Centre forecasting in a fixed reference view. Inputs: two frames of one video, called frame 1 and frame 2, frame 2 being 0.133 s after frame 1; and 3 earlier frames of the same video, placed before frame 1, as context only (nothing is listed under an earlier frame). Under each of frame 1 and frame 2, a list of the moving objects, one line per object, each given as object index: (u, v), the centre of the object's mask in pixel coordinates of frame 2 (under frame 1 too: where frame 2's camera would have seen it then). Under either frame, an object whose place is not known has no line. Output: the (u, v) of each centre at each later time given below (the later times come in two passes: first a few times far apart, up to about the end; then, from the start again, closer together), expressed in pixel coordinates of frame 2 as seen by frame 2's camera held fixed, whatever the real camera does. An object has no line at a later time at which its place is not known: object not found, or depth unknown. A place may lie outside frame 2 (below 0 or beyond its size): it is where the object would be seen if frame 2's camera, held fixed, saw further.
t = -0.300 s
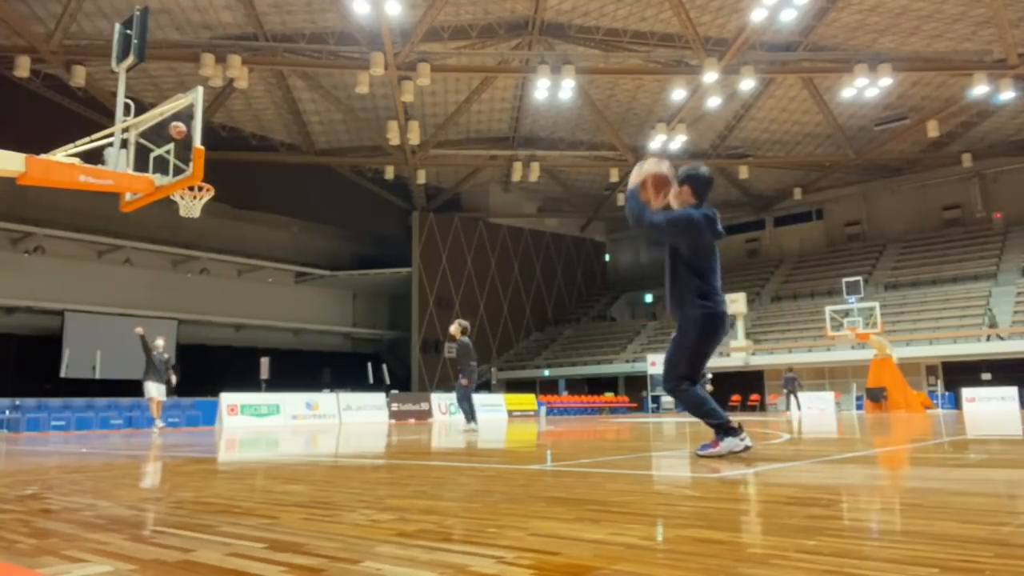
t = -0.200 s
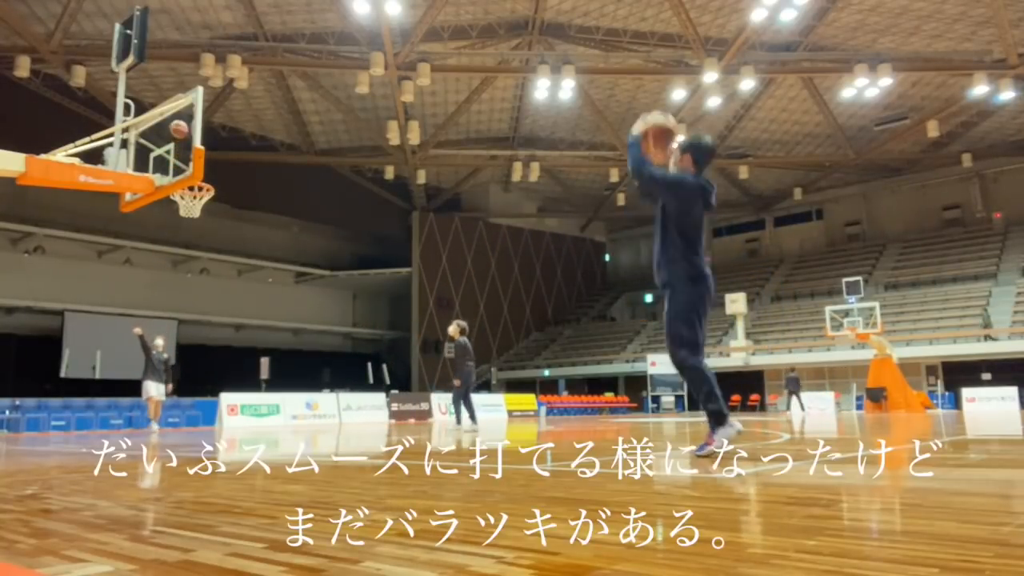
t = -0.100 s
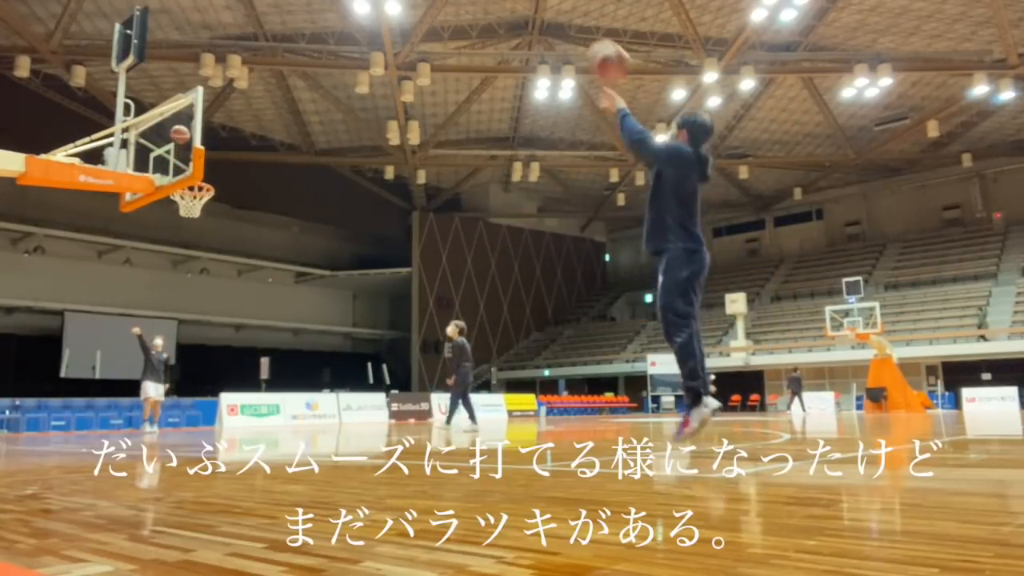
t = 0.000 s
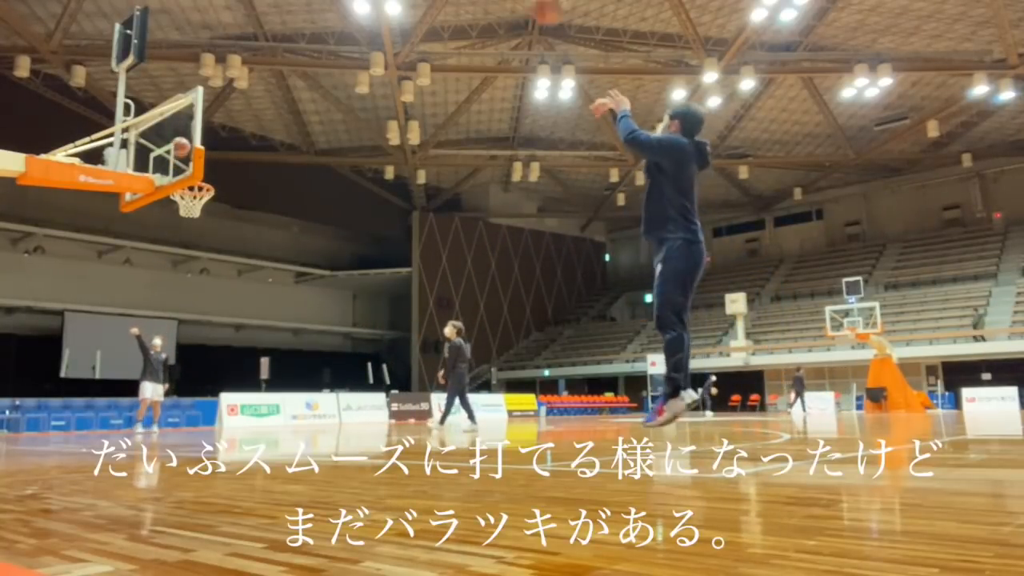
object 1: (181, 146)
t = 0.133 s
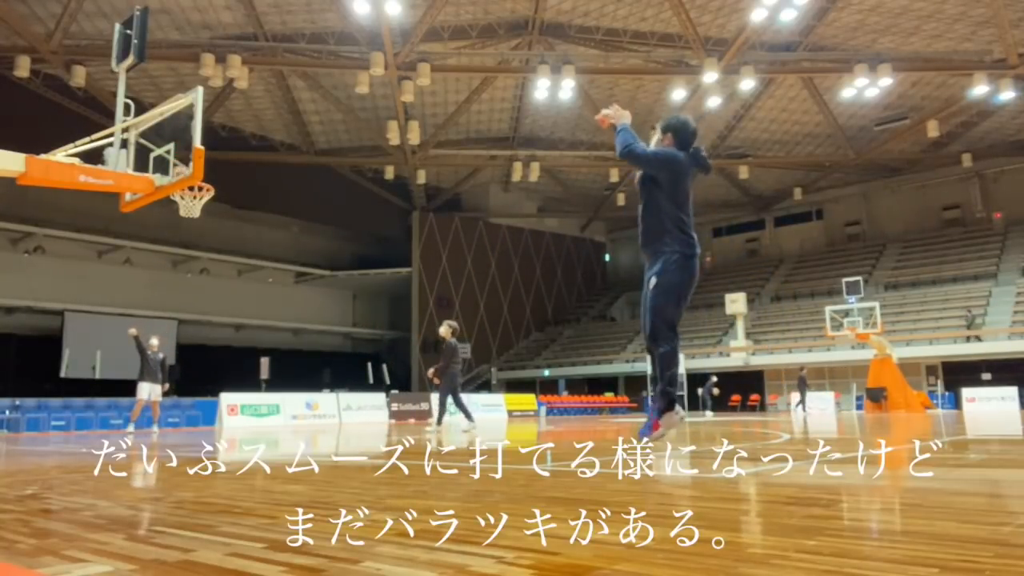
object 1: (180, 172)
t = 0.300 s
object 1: (210, 157)
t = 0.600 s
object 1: (264, 135)
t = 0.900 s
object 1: (320, 181)
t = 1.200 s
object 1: (376, 302)
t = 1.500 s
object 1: (430, 376)
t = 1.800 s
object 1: (486, 269)
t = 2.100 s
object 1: (544, 243)
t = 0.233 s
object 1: (187, 167)
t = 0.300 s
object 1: (210, 157)
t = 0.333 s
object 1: (214, 151)
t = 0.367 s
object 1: (219, 147)
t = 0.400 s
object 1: (226, 142)
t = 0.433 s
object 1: (232, 137)
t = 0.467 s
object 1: (239, 136)
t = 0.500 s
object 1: (245, 135)
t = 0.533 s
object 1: (251, 134)
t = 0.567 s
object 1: (258, 134)
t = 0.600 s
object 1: (264, 135)
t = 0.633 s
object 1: (271, 136)
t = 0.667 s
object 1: (277, 139)
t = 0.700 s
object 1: (283, 142)
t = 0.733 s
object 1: (289, 147)
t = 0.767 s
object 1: (296, 152)
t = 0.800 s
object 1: (302, 158)
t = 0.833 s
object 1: (308, 165)
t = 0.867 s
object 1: (314, 173)
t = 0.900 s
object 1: (320, 181)
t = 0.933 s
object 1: (327, 191)
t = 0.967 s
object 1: (333, 201)
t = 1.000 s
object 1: (339, 213)
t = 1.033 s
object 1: (345, 225)
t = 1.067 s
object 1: (351, 239)
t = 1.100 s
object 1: (357, 253)
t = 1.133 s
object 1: (363, 268)
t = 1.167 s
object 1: (369, 285)
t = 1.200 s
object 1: (376, 302)
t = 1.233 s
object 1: (381, 320)
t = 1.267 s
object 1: (388, 340)
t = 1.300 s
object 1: (394, 360)
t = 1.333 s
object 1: (400, 381)
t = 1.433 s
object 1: (419, 408)
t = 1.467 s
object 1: (425, 391)
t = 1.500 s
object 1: (430, 376)
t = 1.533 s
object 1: (436, 360)
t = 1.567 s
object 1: (443, 344)
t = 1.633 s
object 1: (455, 318)
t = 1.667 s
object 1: (461, 306)
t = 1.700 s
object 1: (467, 296)
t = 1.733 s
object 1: (473, 286)
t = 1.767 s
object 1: (479, 277)
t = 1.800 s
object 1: (486, 269)
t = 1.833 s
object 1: (492, 263)
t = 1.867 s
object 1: (498, 257)
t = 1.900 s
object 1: (505, 252)
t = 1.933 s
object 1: (511, 248)
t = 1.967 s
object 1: (518, 245)
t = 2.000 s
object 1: (524, 243)
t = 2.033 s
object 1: (531, 242)
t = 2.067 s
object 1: (538, 242)
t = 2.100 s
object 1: (544, 243)
